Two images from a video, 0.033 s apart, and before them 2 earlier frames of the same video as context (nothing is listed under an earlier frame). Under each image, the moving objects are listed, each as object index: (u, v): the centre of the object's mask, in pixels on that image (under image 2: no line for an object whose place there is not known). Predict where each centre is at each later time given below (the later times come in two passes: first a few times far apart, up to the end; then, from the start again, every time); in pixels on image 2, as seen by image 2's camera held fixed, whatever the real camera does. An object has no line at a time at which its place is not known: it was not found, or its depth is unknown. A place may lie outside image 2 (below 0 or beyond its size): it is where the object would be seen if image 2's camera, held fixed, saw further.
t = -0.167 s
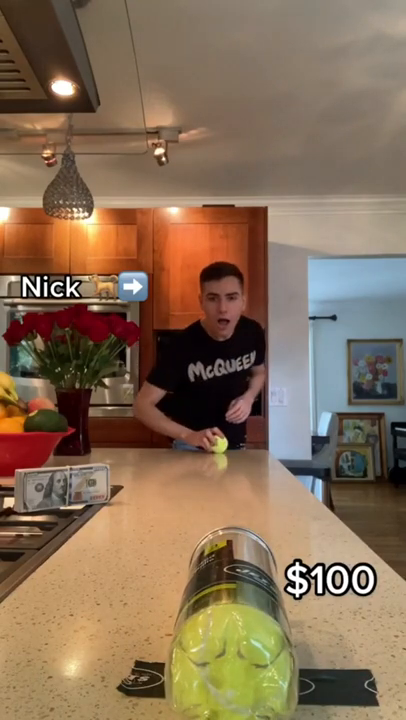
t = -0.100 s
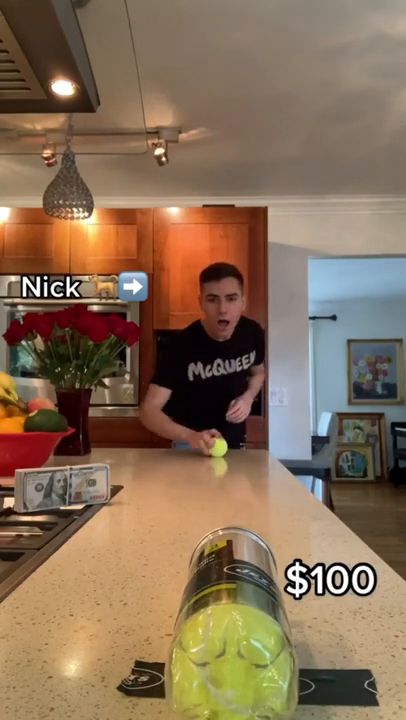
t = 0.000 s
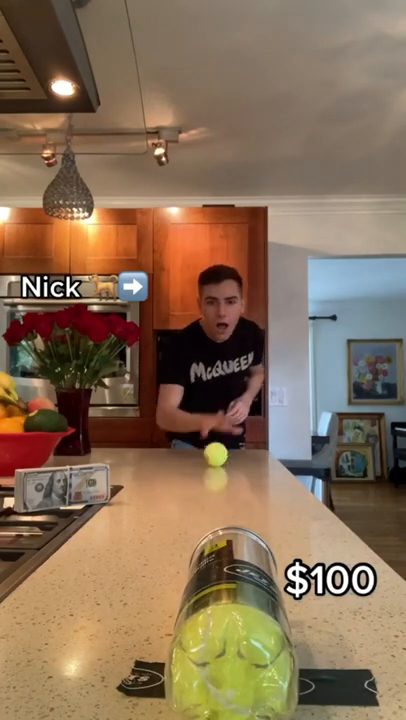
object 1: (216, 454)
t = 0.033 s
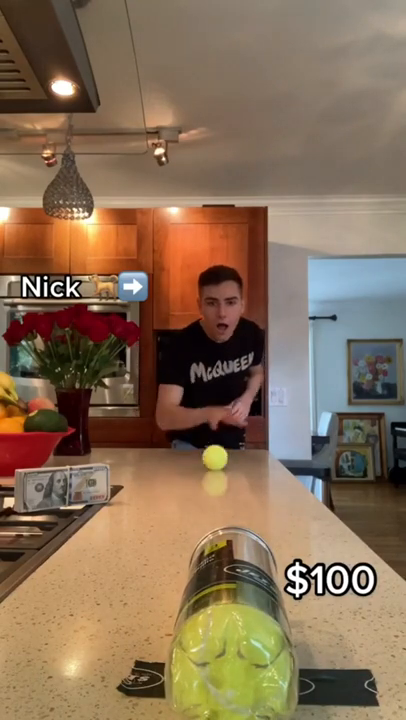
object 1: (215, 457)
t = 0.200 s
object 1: (211, 476)
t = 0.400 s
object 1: (204, 511)
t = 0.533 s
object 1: (183, 553)
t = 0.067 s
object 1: (214, 460)
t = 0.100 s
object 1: (213, 464)
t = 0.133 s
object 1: (213, 468)
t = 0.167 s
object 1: (212, 472)
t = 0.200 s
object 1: (211, 476)
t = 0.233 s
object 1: (210, 480)
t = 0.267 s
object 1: (209, 486)
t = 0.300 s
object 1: (208, 492)
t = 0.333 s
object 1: (207, 498)
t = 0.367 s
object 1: (207, 504)
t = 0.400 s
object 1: (204, 511)
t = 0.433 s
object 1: (201, 518)
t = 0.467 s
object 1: (196, 527)
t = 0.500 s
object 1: (190, 538)
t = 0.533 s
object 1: (183, 553)
